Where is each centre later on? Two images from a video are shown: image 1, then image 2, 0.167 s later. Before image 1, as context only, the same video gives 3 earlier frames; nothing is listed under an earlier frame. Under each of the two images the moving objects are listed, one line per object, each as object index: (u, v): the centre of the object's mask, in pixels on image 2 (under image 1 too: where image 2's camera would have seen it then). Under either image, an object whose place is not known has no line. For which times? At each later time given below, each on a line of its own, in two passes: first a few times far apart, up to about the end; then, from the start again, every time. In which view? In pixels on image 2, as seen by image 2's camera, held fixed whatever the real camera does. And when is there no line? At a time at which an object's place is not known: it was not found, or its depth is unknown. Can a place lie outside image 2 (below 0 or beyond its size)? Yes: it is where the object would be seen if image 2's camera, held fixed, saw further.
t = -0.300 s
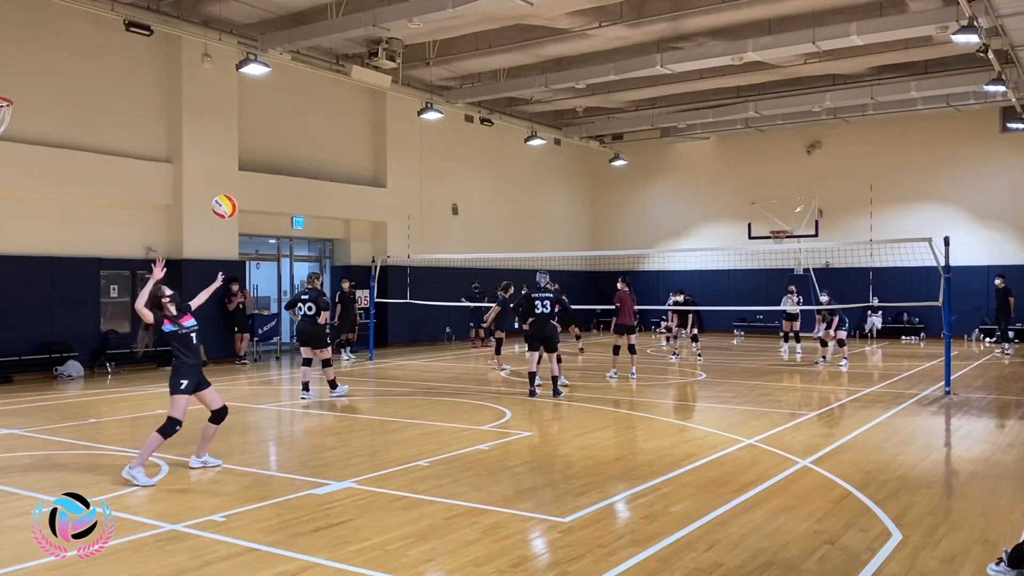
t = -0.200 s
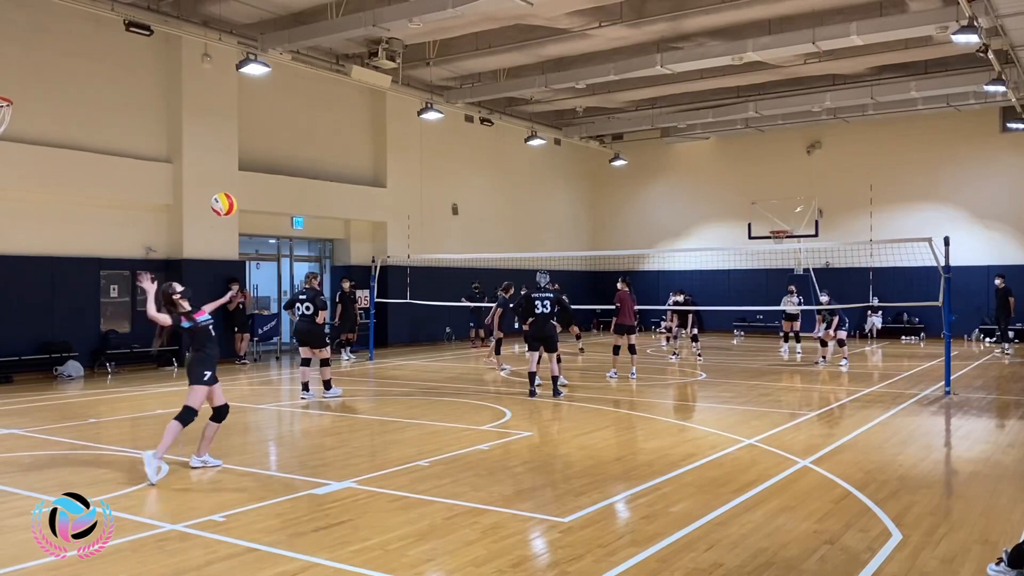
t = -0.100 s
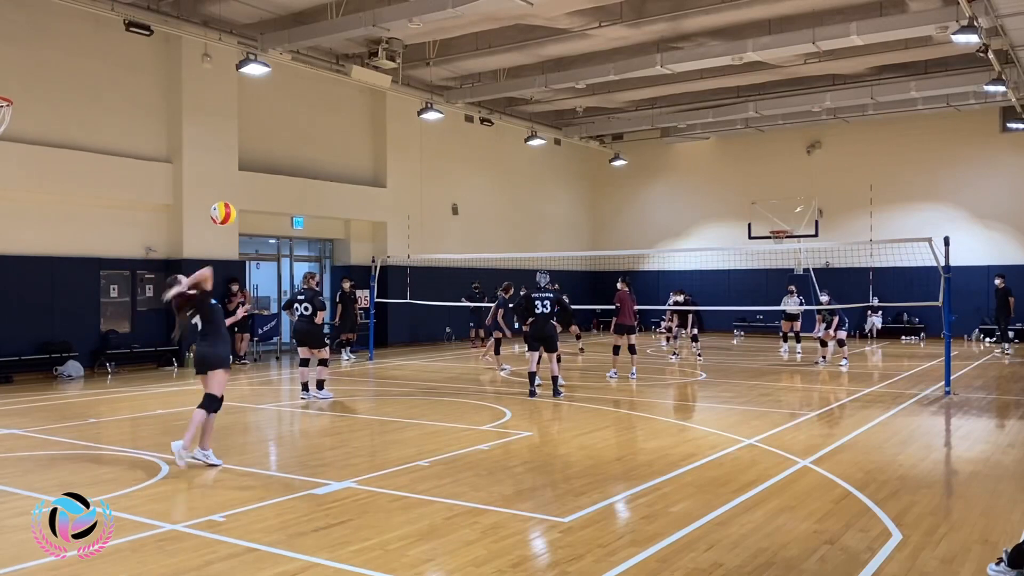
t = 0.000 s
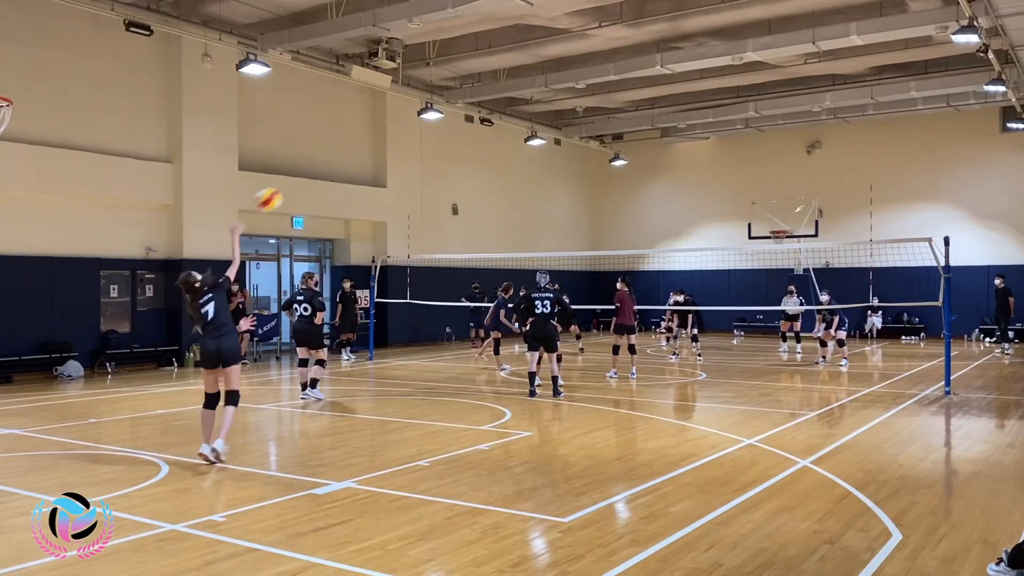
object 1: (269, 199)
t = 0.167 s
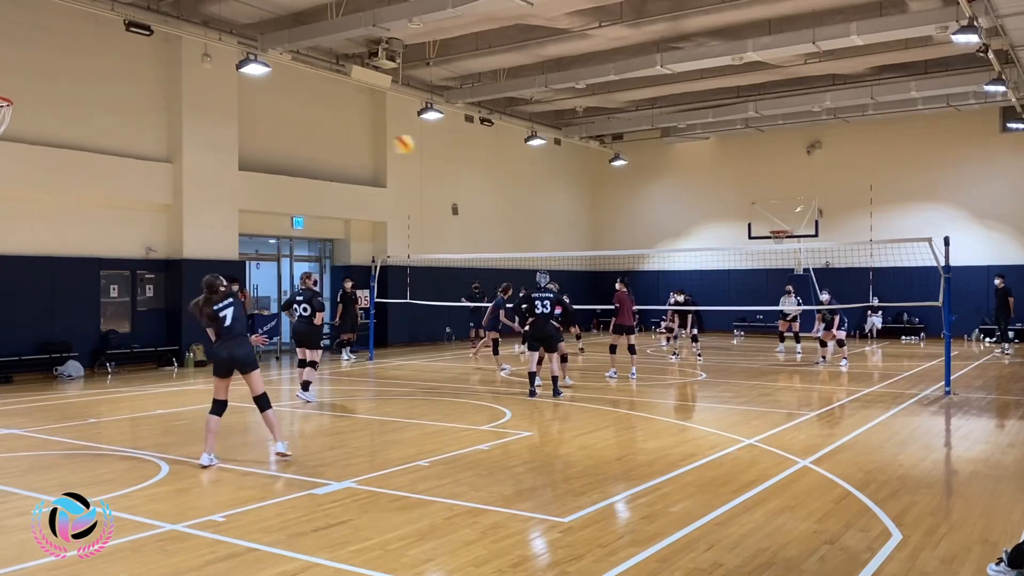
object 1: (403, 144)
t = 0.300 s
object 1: (480, 131)
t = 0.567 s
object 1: (582, 145)
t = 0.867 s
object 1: (656, 202)
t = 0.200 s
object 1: (425, 139)
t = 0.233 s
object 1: (444, 135)
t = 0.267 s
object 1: (463, 132)
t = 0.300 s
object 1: (480, 131)
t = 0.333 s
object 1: (494, 129)
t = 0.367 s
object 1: (509, 129)
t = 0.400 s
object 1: (523, 130)
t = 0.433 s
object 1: (535, 131)
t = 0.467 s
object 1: (549, 133)
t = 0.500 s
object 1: (561, 137)
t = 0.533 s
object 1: (572, 140)
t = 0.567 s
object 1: (582, 145)
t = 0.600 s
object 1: (592, 149)
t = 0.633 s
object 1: (601, 155)
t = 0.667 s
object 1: (610, 160)
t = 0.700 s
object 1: (618, 167)
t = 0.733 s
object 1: (626, 174)
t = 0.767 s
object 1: (634, 181)
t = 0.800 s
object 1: (642, 188)
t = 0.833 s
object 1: (649, 195)
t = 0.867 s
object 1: (656, 202)
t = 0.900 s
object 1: (662, 210)
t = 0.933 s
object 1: (668, 218)
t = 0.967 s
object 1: (674, 226)
